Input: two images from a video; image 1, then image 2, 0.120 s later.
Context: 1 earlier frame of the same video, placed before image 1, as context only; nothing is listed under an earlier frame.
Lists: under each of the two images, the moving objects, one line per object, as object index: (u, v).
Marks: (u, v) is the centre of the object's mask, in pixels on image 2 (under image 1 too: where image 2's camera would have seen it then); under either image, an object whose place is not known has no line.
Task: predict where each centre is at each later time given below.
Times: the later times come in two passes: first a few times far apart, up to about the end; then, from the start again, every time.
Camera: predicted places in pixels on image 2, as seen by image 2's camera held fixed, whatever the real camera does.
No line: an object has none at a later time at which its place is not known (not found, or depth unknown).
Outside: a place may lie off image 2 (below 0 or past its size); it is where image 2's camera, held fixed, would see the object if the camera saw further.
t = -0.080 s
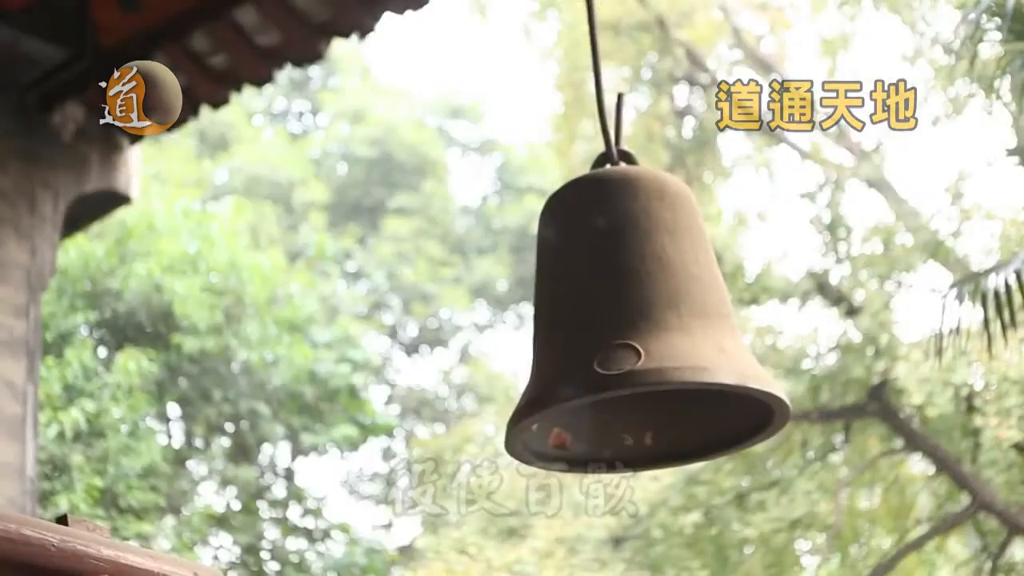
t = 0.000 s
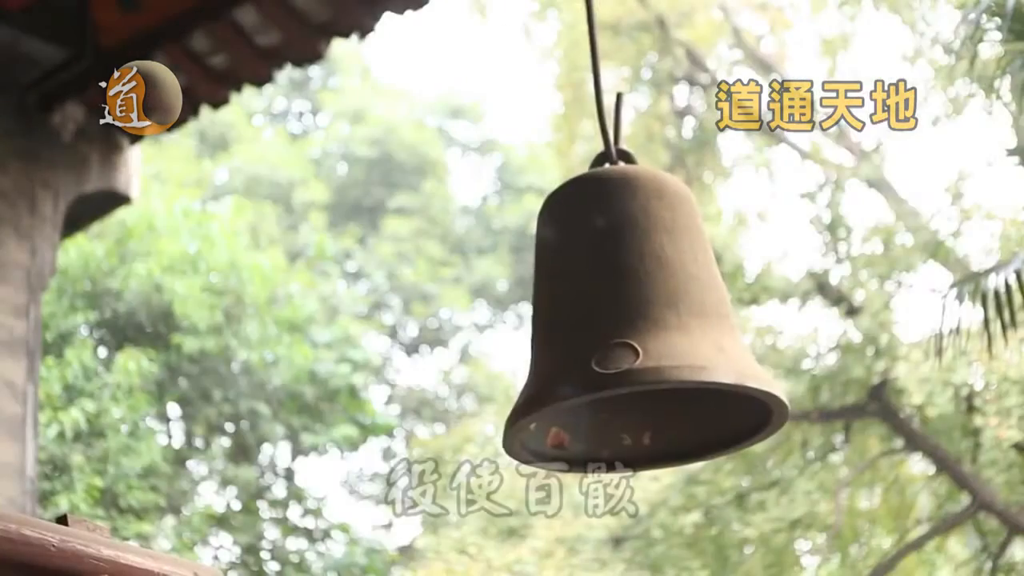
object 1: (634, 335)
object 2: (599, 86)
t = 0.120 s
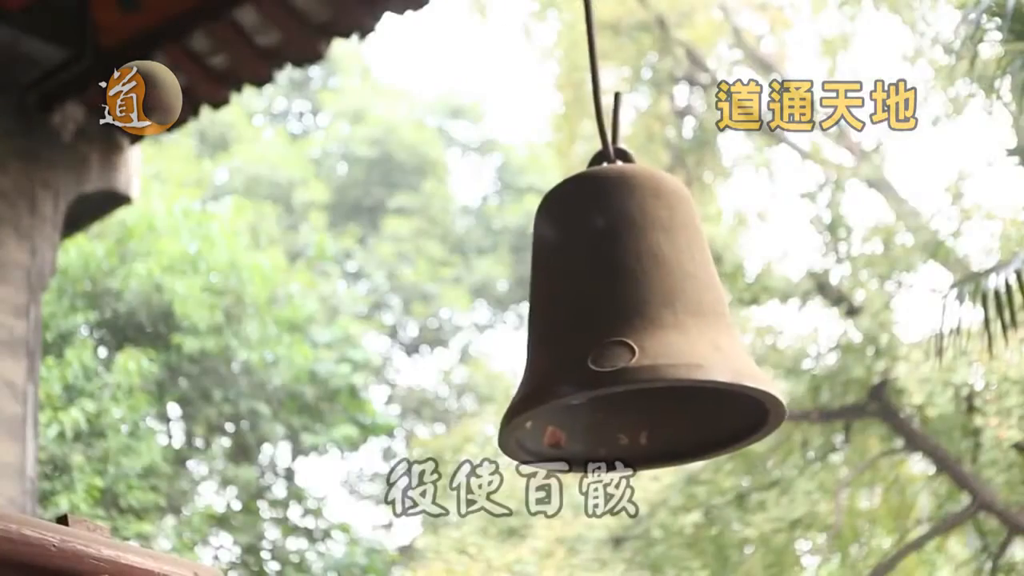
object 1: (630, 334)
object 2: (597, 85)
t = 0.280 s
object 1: (625, 332)
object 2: (593, 84)
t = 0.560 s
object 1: (614, 331)
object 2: (585, 83)
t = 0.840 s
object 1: (608, 332)
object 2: (581, 83)
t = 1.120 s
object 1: (607, 334)
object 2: (580, 85)
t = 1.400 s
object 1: (614, 334)
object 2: (585, 85)
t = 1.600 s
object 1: (620, 335)
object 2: (588, 85)
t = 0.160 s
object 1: (629, 333)
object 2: (596, 85)
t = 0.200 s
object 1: (628, 333)
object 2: (595, 84)
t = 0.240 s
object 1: (625, 333)
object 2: (593, 84)
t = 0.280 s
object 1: (625, 332)
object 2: (593, 84)
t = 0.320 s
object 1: (622, 332)
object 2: (591, 84)
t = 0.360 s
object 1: (621, 332)
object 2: (590, 83)
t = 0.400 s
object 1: (619, 331)
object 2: (589, 83)
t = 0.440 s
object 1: (618, 332)
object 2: (588, 82)
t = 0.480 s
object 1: (617, 331)
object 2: (587, 83)
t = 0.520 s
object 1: (615, 331)
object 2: (586, 83)
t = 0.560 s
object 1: (614, 331)
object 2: (585, 83)
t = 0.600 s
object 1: (613, 331)
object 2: (584, 82)
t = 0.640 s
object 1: (612, 331)
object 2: (583, 82)
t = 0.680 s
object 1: (610, 331)
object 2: (582, 83)
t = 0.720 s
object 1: (609, 331)
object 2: (582, 82)
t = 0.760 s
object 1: (608, 331)
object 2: (581, 82)
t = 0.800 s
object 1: (608, 331)
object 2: (580, 83)
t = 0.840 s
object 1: (608, 332)
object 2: (581, 83)
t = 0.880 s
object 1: (608, 332)
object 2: (580, 83)
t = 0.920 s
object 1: (606, 330)
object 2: (579, 82)
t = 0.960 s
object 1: (606, 332)
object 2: (579, 83)
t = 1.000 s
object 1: (608, 331)
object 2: (581, 83)
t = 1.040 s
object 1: (606, 332)
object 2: (579, 83)
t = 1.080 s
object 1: (609, 332)
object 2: (581, 83)
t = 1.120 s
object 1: (607, 334)
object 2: (580, 85)
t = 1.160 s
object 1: (608, 331)
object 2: (581, 83)
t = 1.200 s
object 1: (609, 334)
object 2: (581, 85)
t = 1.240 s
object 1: (610, 333)
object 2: (582, 84)
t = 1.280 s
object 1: (611, 334)
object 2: (582, 85)
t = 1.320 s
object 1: (612, 333)
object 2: (583, 84)
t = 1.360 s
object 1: (613, 334)
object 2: (584, 85)
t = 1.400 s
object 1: (614, 334)
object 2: (585, 85)
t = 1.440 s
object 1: (615, 334)
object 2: (586, 85)
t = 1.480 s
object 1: (617, 334)
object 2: (586, 85)
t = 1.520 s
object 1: (618, 334)
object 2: (587, 85)
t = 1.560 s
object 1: (620, 334)
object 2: (589, 84)
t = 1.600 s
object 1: (620, 335)
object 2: (588, 85)
